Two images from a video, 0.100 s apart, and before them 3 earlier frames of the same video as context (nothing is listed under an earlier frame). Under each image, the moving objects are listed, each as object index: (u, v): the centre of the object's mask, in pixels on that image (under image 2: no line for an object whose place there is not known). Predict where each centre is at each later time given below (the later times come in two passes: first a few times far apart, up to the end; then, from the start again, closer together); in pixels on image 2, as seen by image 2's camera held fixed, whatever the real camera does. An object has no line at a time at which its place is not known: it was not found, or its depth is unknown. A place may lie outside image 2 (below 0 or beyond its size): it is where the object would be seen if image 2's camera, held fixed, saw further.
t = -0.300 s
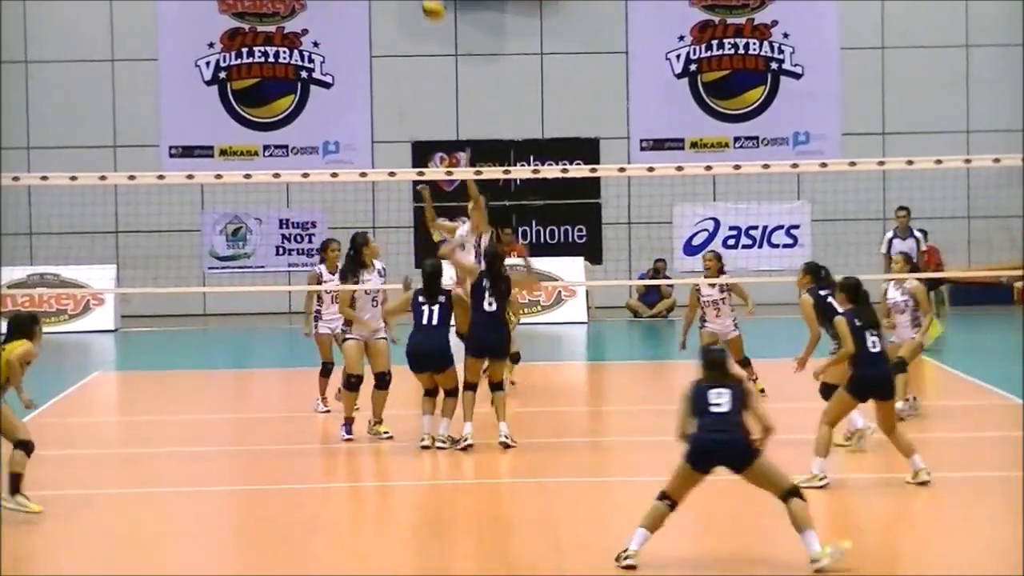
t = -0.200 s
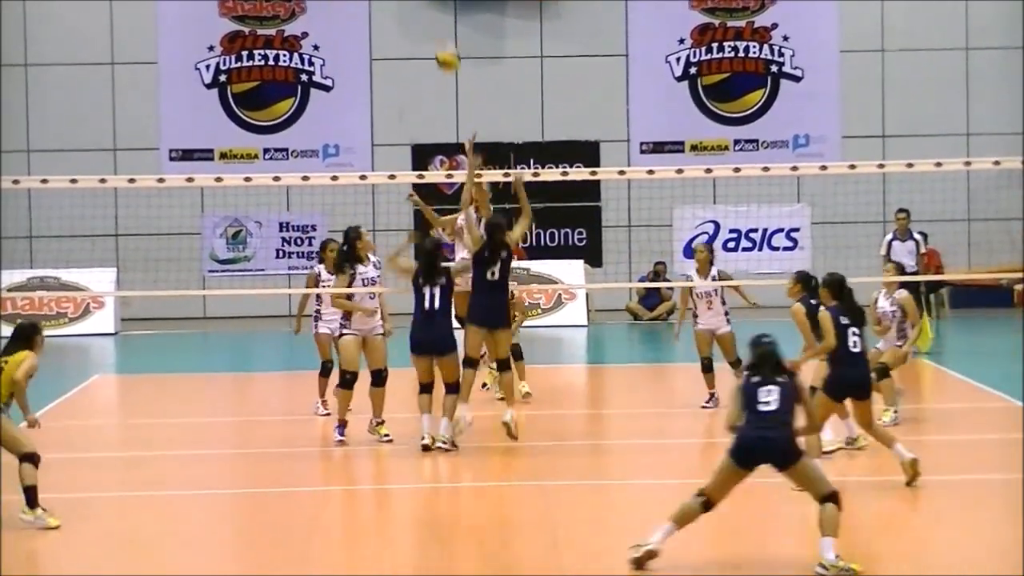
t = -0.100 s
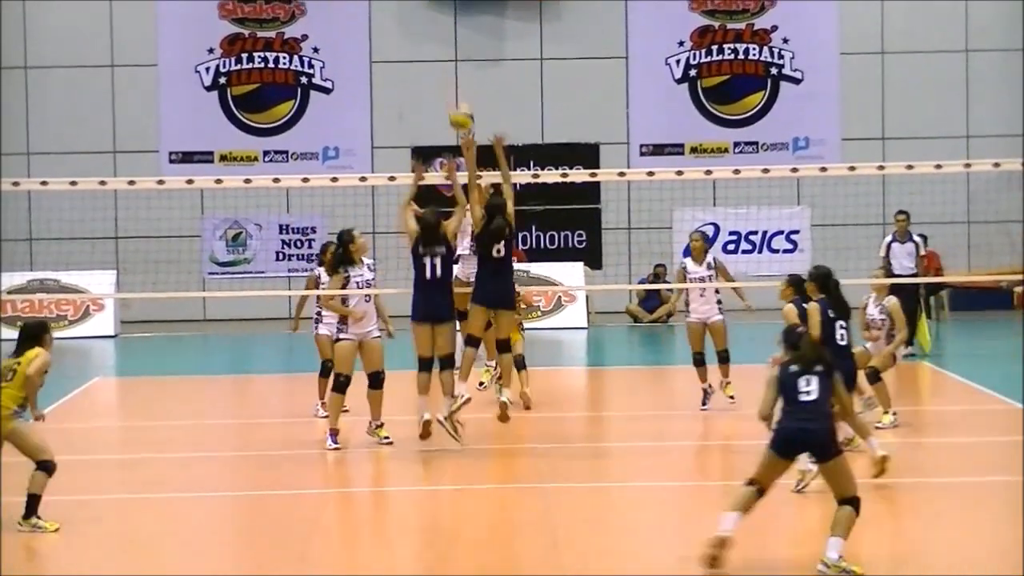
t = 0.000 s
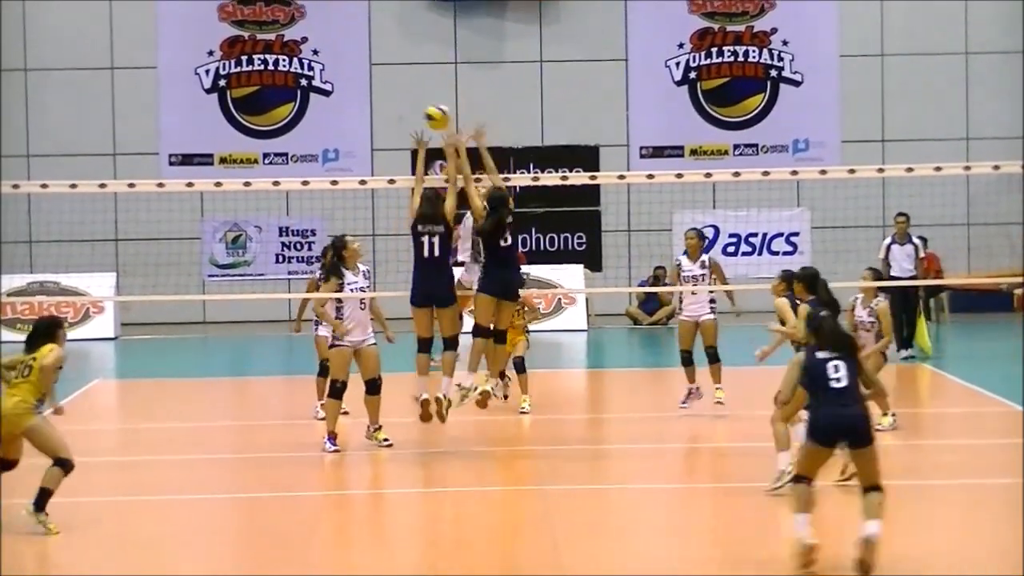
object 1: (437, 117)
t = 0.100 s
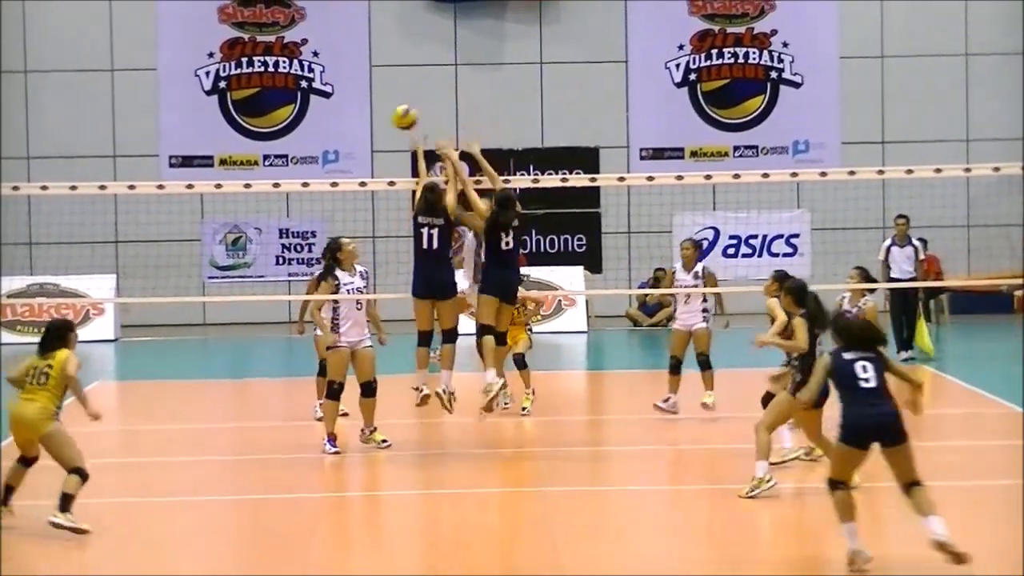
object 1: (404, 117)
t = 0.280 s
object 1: (344, 147)
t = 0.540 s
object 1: (257, 262)
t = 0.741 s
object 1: (192, 407)
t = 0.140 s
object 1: (391, 120)
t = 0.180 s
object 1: (378, 124)
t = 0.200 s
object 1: (371, 127)
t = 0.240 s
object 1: (358, 136)
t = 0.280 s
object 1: (344, 147)
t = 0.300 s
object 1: (338, 151)
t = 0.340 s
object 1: (326, 163)
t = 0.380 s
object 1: (311, 179)
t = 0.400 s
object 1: (305, 188)
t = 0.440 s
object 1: (290, 206)
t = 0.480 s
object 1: (278, 225)
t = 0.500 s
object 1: (271, 235)
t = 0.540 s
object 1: (257, 262)
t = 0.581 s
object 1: (242, 286)
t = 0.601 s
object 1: (237, 297)
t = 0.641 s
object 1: (224, 326)
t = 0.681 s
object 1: (211, 354)
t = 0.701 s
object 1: (205, 371)
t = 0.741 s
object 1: (192, 407)
